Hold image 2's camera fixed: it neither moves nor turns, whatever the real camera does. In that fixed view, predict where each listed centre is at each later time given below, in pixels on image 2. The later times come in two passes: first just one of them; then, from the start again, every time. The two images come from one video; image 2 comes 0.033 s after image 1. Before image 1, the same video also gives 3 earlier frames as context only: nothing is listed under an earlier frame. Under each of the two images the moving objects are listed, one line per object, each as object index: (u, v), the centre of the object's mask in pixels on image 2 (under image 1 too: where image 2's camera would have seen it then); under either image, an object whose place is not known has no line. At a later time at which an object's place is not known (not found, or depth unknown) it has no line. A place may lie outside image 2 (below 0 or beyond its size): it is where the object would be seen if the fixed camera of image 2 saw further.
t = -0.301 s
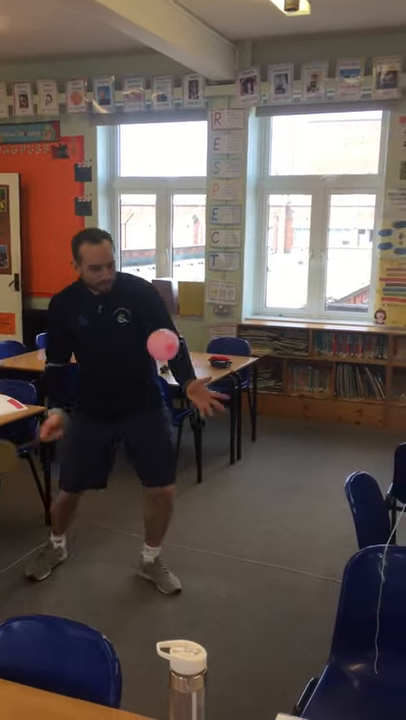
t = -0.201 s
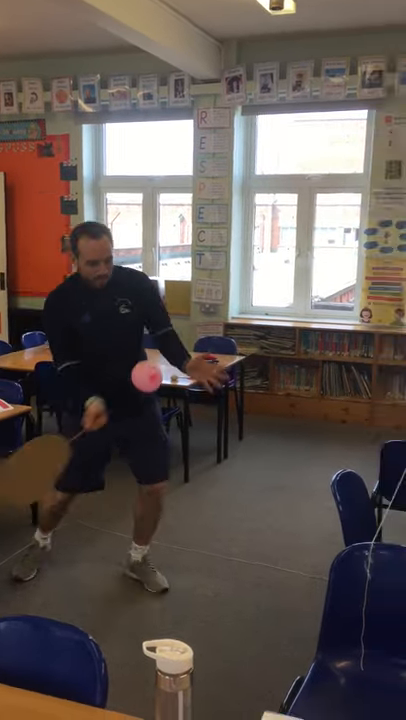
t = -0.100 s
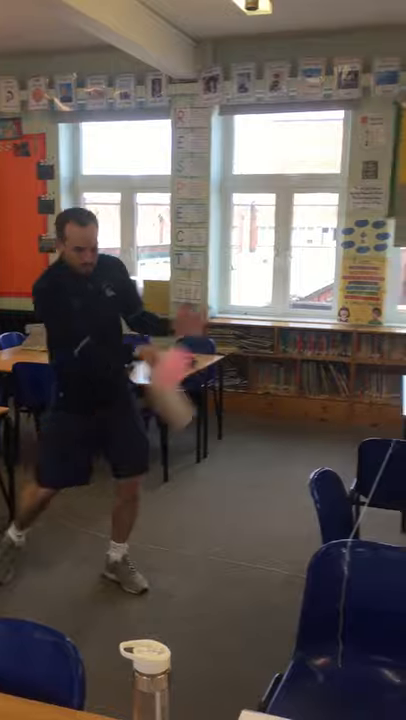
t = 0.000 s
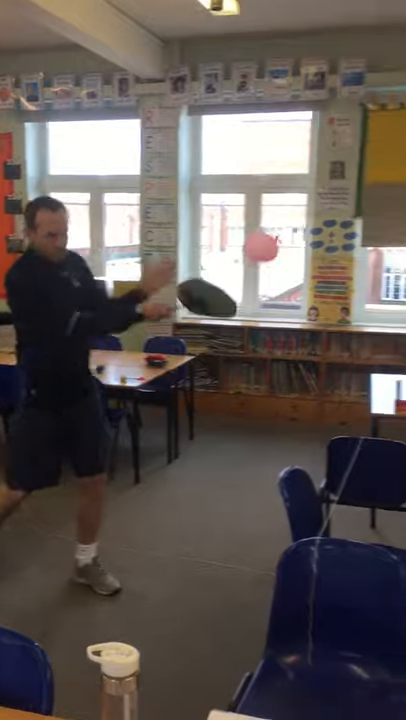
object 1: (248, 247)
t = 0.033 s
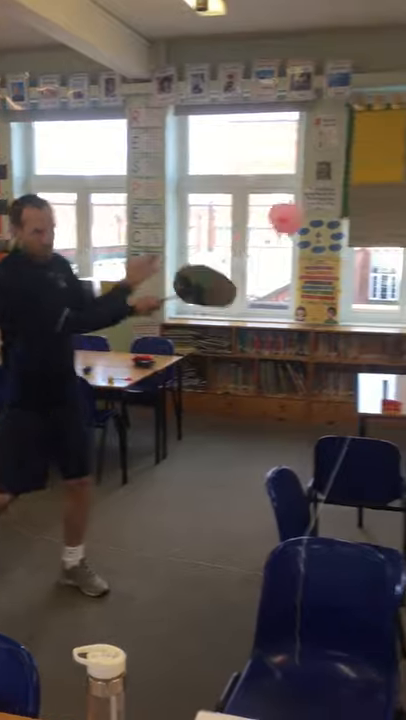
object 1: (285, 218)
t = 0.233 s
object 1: (439, 101)
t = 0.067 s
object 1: (318, 190)
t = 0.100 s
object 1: (346, 166)
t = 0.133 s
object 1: (369, 147)
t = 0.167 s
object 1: (394, 129)
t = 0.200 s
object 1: (416, 115)
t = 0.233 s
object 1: (439, 101)
